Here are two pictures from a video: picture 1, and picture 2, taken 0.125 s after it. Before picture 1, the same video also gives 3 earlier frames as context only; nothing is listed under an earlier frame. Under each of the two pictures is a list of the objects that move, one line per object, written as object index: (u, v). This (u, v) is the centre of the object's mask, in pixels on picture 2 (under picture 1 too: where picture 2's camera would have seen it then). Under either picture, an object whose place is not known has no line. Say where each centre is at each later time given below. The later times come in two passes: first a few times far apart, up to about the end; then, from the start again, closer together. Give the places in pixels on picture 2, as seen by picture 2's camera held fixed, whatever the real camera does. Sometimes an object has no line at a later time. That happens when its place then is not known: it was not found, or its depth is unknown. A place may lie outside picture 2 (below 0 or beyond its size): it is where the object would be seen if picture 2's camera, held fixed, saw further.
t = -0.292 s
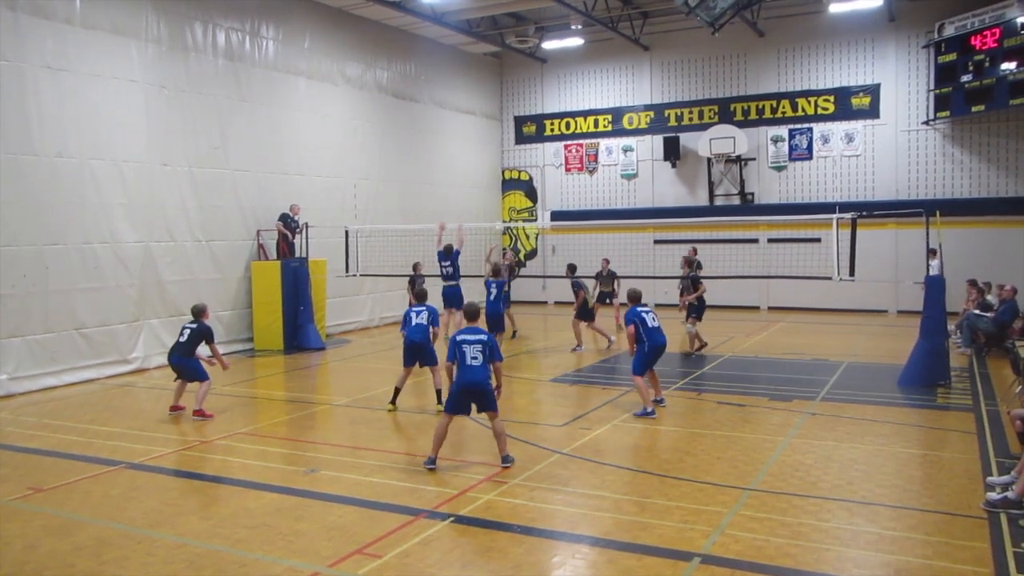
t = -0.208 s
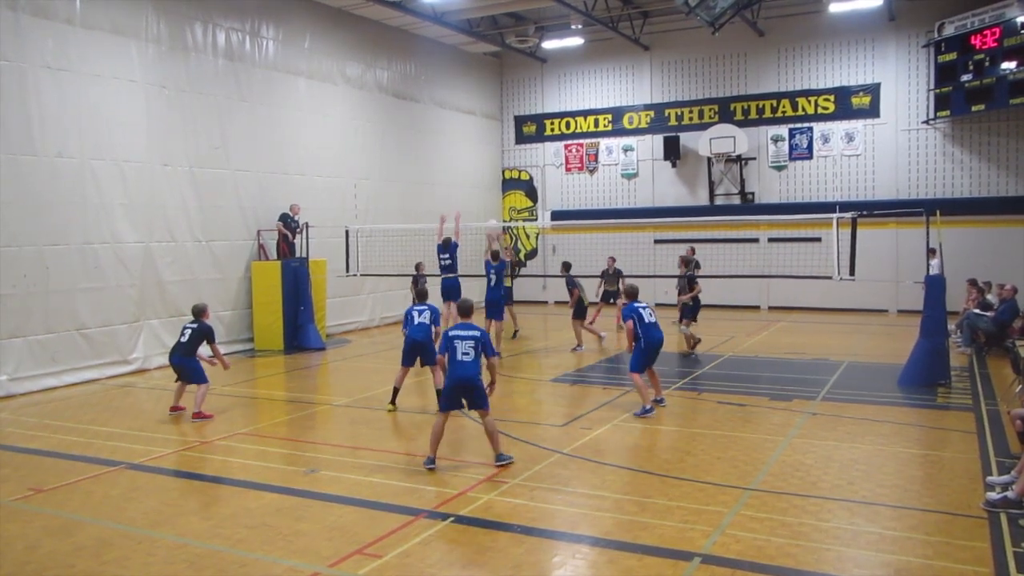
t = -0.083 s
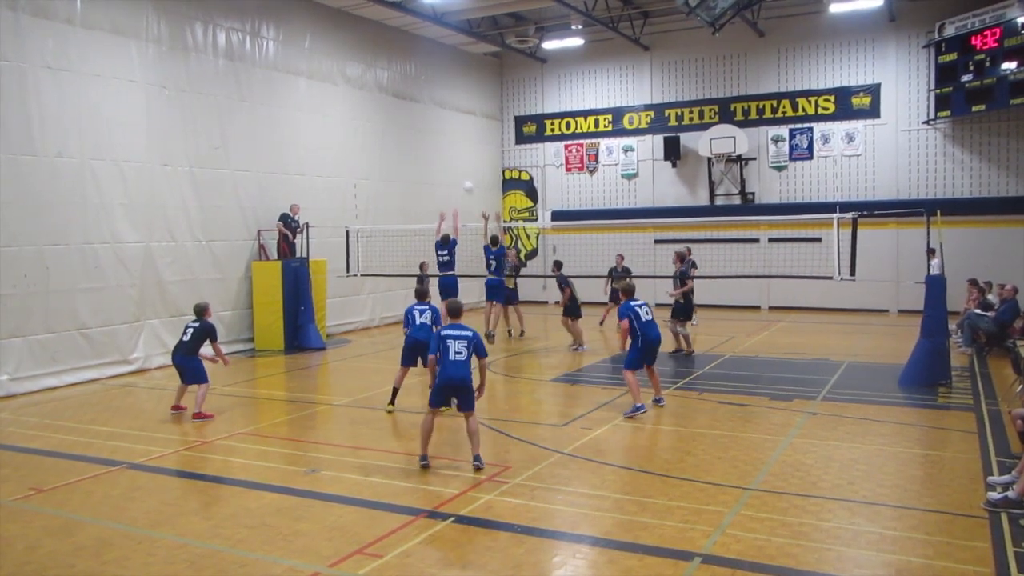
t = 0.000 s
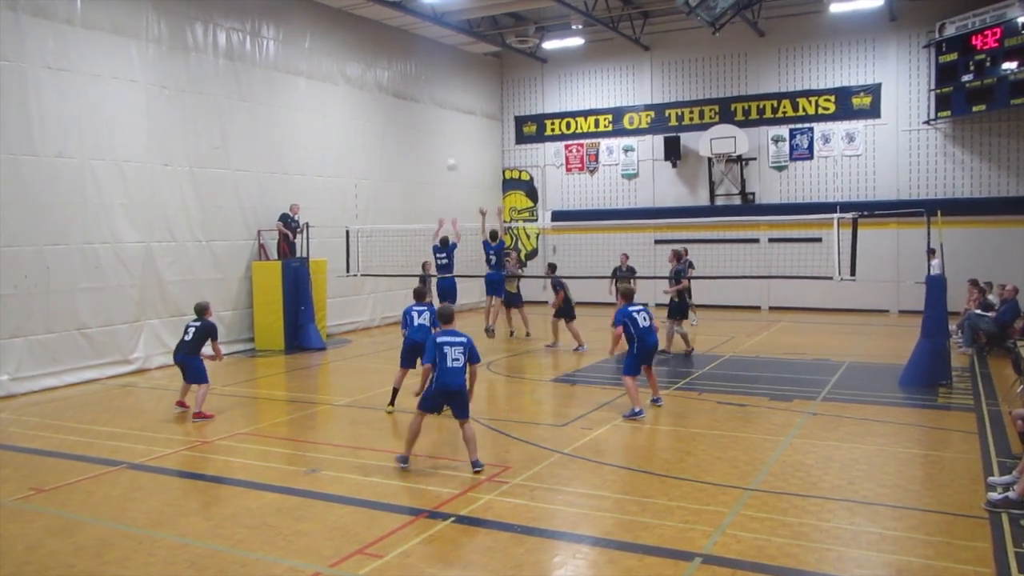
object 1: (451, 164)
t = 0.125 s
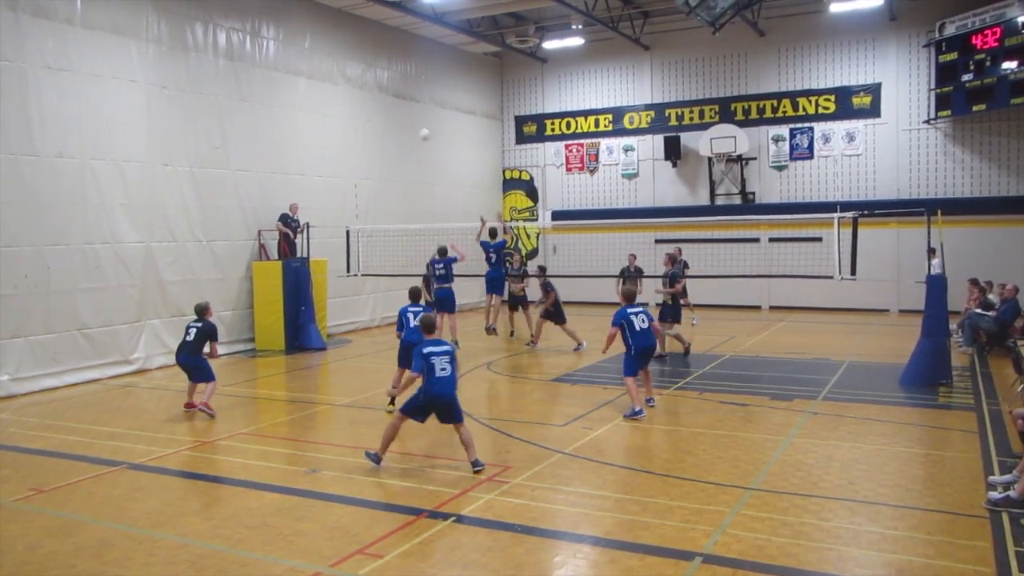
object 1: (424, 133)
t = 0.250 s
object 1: (395, 110)
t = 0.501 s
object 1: (333, 85)
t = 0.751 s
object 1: (264, 100)
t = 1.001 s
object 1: (184, 166)
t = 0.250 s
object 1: (395, 110)
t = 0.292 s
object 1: (385, 103)
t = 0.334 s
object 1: (375, 97)
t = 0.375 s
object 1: (365, 93)
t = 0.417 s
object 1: (355, 90)
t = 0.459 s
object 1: (344, 87)
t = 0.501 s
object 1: (333, 85)
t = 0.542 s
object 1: (322, 85)
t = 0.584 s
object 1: (311, 85)
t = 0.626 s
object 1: (300, 87)
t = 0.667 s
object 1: (288, 91)
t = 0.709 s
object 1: (276, 95)
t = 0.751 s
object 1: (264, 100)
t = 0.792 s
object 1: (251, 108)
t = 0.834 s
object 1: (239, 116)
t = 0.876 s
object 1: (226, 126)
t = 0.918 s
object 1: (212, 137)
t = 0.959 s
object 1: (198, 150)
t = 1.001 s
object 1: (184, 166)
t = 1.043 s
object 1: (170, 184)
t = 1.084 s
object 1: (155, 203)
